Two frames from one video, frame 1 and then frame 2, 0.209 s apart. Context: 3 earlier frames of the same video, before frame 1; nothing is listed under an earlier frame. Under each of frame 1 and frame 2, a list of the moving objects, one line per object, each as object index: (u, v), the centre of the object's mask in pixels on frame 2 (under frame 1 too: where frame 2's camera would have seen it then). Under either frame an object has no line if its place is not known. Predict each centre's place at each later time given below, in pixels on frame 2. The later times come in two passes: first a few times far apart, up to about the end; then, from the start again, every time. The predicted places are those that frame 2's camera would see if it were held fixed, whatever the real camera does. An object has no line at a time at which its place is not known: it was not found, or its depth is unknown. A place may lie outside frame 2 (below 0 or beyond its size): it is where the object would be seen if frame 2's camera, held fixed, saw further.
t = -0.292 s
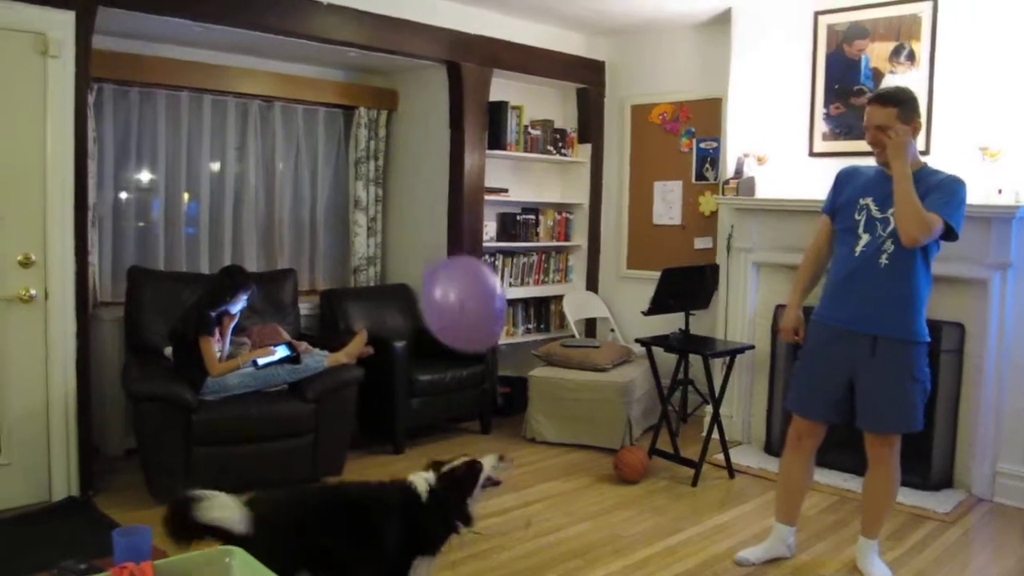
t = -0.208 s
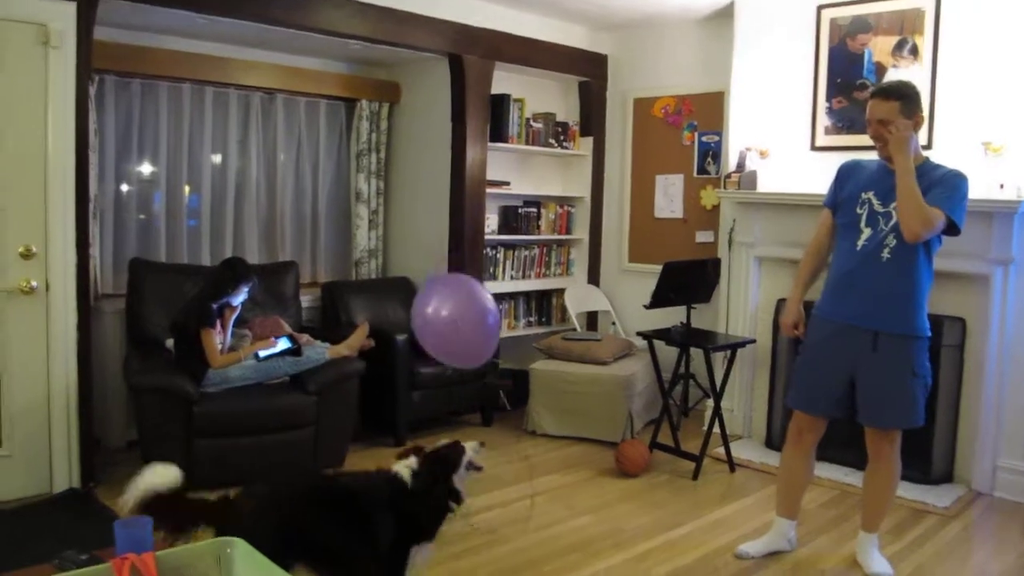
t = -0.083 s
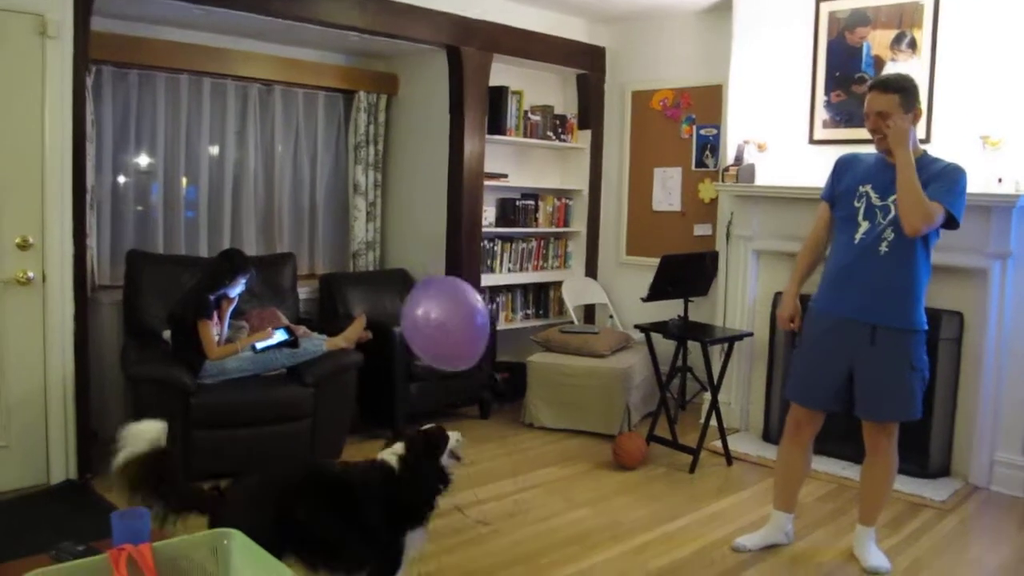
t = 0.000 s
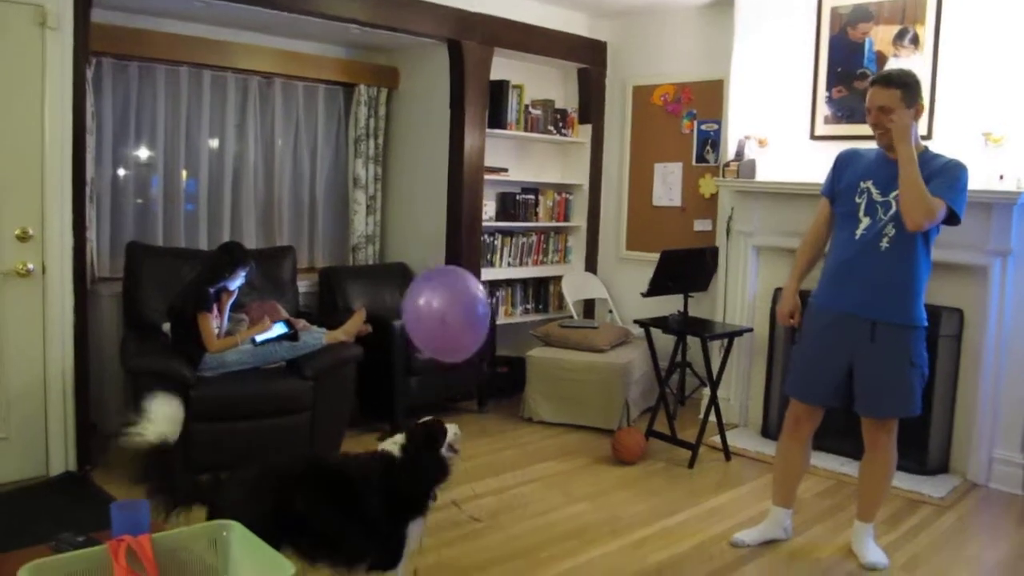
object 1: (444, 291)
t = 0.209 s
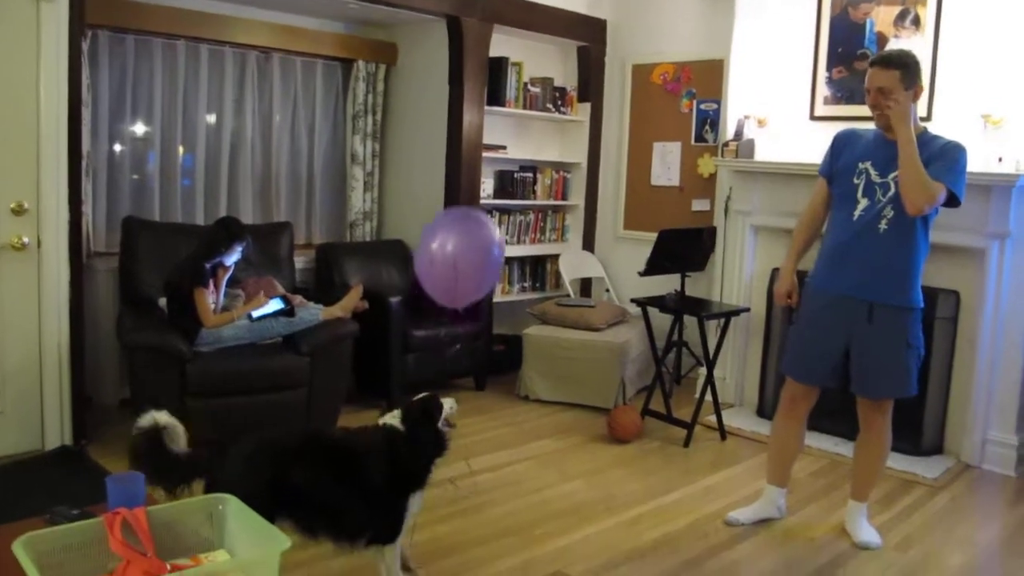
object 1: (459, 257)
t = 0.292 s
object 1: (466, 230)
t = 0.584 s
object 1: (475, 169)
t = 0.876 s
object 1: (460, 160)
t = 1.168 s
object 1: (437, 141)
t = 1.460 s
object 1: (403, 143)
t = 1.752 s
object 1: (372, 144)
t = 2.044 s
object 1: (351, 143)
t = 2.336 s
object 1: (348, 142)
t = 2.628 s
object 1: (364, 136)
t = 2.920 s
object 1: (390, 136)
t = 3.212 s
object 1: (415, 137)
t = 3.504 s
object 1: (428, 137)
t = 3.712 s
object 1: (432, 138)
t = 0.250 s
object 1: (462, 244)
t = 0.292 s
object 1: (466, 230)
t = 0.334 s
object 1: (470, 213)
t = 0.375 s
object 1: (473, 195)
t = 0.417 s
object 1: (477, 174)
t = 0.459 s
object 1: (481, 158)
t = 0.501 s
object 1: (480, 157)
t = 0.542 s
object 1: (477, 163)
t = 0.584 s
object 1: (475, 169)
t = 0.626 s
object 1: (473, 174)
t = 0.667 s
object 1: (470, 177)
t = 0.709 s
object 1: (468, 178)
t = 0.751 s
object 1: (466, 177)
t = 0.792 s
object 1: (464, 173)
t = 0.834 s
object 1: (462, 168)
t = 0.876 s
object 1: (460, 160)
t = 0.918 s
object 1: (457, 153)
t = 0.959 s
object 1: (455, 146)
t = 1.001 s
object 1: (452, 142)
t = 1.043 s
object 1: (449, 140)
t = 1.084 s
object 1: (445, 140)
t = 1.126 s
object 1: (441, 141)
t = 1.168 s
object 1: (437, 141)
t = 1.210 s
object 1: (431, 141)
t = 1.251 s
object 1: (426, 141)
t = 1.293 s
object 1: (421, 142)
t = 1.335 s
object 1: (417, 144)
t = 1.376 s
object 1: (412, 144)
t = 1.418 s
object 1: (407, 143)
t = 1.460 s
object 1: (403, 143)
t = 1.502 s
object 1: (398, 141)
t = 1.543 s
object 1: (394, 141)
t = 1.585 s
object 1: (390, 141)
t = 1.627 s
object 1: (386, 141)
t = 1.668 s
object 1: (380, 141)
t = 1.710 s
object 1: (376, 143)
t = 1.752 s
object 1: (372, 144)
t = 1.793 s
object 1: (368, 144)
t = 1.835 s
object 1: (365, 144)
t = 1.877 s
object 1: (363, 145)
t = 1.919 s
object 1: (361, 146)
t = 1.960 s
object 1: (357, 145)
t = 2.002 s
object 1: (353, 144)
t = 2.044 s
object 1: (351, 143)
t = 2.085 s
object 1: (350, 143)
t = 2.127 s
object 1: (349, 143)
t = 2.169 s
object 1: (348, 143)
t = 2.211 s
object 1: (347, 143)
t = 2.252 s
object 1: (347, 143)
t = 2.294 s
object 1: (348, 142)
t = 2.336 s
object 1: (348, 142)
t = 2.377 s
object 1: (350, 141)
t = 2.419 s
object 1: (353, 138)
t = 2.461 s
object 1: (354, 137)
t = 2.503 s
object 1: (357, 136)
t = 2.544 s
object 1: (359, 136)
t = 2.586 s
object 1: (361, 136)
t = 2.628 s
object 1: (364, 136)
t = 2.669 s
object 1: (368, 136)
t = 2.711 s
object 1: (371, 138)
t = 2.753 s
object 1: (375, 137)
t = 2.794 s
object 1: (379, 138)
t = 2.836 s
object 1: (382, 137)
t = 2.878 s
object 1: (386, 137)
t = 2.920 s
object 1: (390, 136)
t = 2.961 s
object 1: (394, 135)
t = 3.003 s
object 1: (397, 135)
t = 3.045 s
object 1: (400, 136)
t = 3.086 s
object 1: (404, 136)
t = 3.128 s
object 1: (408, 137)
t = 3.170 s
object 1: (411, 137)
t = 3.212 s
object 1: (415, 137)
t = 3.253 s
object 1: (417, 137)
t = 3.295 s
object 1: (420, 137)
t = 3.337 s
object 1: (422, 137)
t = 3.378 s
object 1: (424, 137)
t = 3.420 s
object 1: (426, 136)
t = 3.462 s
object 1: (427, 137)
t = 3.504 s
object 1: (428, 137)
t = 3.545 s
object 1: (429, 137)
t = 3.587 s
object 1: (430, 137)
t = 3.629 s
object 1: (431, 138)
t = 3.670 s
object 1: (431, 138)
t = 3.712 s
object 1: (432, 138)
